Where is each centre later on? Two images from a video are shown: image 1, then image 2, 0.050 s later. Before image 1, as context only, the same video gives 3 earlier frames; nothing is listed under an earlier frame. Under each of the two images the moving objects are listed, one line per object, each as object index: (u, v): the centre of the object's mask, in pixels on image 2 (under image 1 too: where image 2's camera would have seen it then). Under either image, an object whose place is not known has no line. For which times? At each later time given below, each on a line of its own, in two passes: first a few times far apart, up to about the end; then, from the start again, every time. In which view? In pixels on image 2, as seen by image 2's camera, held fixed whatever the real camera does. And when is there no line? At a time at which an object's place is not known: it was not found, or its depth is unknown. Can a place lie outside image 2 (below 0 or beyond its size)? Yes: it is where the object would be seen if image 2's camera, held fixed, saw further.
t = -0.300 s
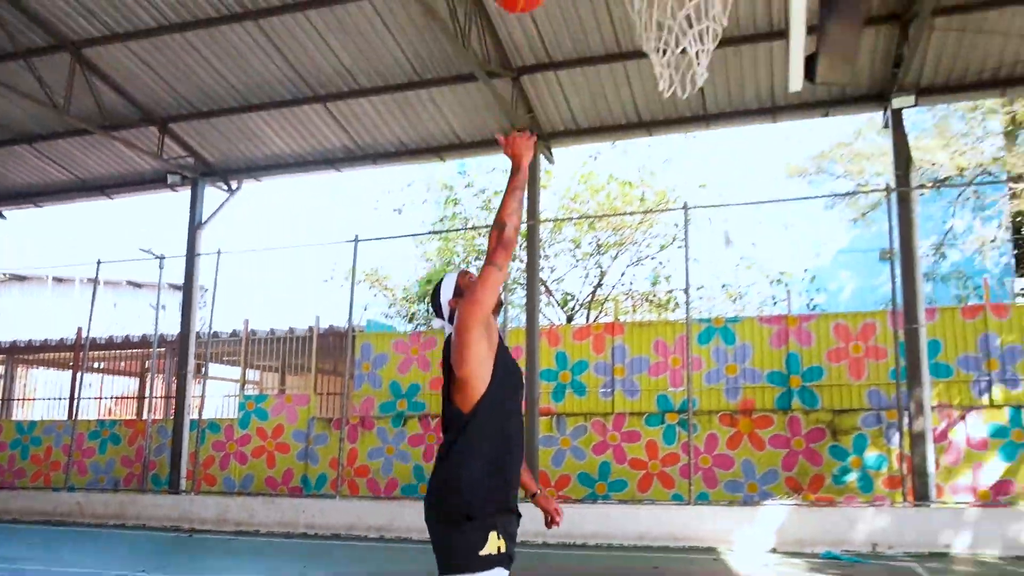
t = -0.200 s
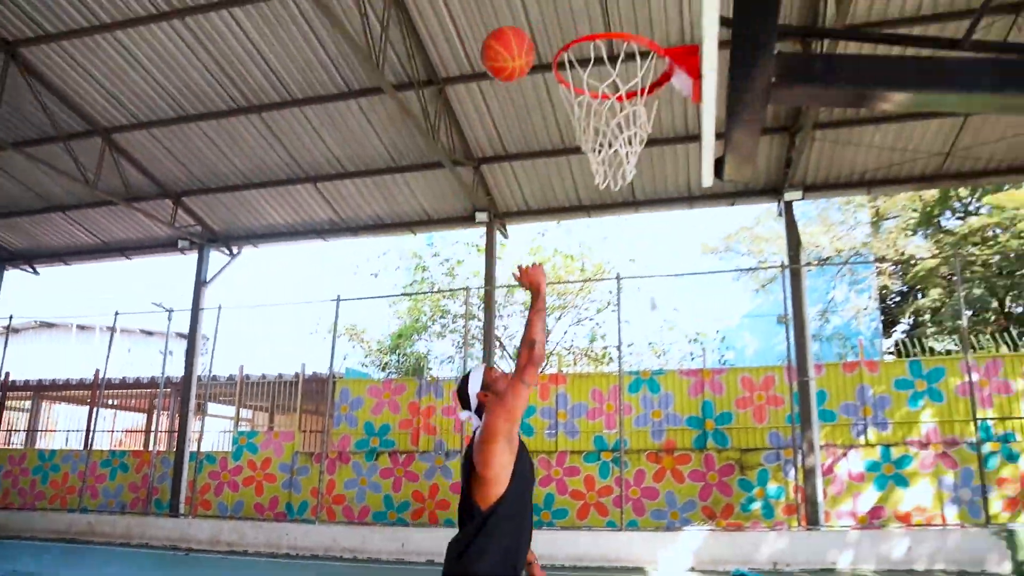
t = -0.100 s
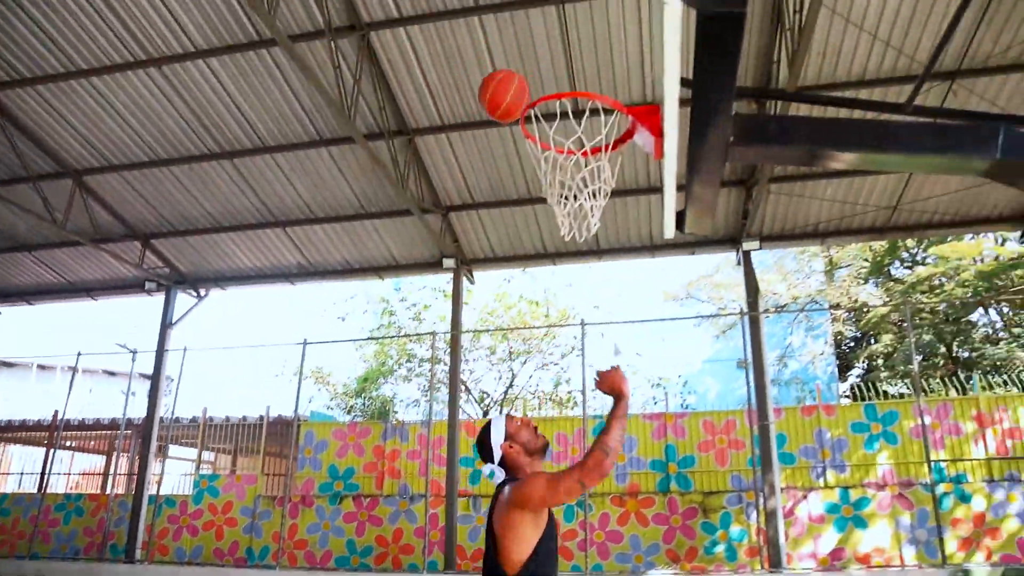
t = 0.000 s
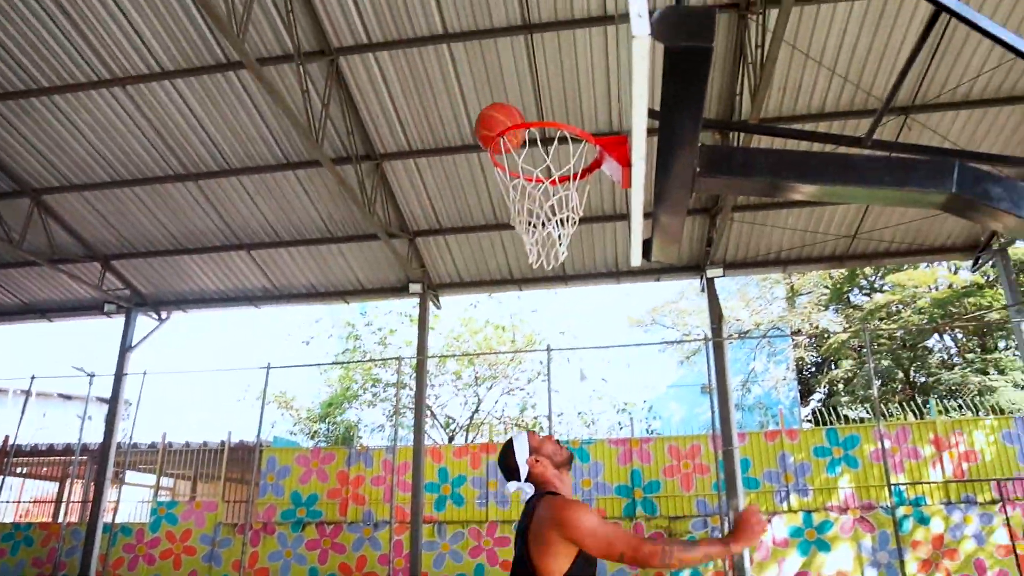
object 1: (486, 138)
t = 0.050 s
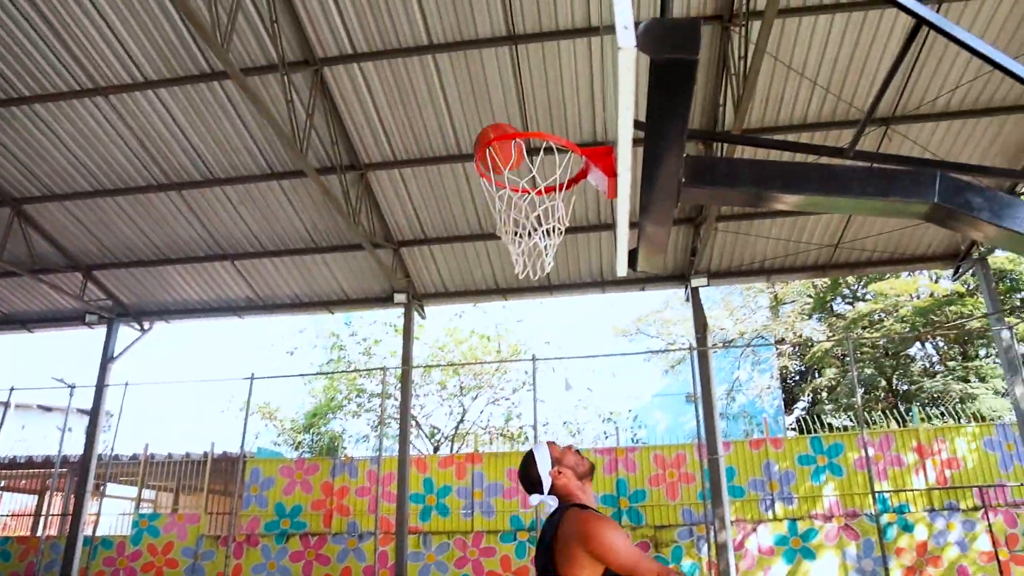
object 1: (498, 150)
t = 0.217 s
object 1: (550, 167)
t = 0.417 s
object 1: (512, 174)
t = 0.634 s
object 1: (491, 206)
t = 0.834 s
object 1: (510, 211)
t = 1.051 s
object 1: (534, 260)
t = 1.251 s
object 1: (560, 378)
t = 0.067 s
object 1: (504, 155)
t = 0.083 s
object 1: (510, 164)
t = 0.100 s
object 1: (513, 164)
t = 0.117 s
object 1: (519, 163)
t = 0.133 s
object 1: (525, 163)
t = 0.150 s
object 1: (531, 164)
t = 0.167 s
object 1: (537, 164)
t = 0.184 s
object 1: (543, 165)
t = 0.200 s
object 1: (548, 167)
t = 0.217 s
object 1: (550, 167)
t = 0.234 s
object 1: (549, 166)
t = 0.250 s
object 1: (548, 164)
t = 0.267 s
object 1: (548, 163)
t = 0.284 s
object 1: (546, 163)
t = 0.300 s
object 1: (544, 162)
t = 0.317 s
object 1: (540, 161)
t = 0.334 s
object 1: (535, 163)
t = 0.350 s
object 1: (532, 161)
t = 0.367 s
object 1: (526, 163)
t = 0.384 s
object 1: (521, 166)
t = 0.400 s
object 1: (517, 170)
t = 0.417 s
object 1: (512, 174)
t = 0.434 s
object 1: (508, 178)
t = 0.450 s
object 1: (502, 182)
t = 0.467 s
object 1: (499, 187)
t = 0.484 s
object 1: (495, 191)
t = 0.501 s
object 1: (495, 194)
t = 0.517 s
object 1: (493, 194)
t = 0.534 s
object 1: (492, 195)
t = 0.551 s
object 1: (491, 197)
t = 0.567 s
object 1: (491, 199)
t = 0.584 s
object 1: (491, 201)
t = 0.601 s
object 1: (491, 203)
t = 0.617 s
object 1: (491, 205)
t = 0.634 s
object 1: (491, 206)
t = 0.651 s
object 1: (493, 206)
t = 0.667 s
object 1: (494, 206)
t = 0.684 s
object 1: (495, 206)
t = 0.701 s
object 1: (495, 206)
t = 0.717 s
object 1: (498, 206)
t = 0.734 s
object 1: (498, 207)
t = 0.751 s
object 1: (502, 207)
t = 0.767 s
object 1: (501, 208)
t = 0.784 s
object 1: (505, 208)
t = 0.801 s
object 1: (506, 209)
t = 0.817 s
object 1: (508, 210)
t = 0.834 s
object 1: (510, 211)
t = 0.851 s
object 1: (512, 212)
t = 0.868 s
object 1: (513, 213)
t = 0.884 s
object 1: (515, 214)
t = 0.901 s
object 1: (516, 217)
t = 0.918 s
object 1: (517, 218)
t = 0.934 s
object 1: (519, 221)
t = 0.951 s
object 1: (522, 224)
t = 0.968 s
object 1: (523, 228)
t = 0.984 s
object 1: (525, 233)
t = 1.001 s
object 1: (528, 237)
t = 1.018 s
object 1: (530, 241)
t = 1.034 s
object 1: (533, 248)
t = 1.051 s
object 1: (534, 260)
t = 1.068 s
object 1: (536, 264)
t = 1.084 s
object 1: (538, 268)
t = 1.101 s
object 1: (541, 275)
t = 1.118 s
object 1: (542, 282)
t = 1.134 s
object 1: (544, 291)
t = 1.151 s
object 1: (547, 300)
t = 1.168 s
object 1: (549, 310)
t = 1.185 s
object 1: (551, 321)
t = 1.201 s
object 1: (553, 334)
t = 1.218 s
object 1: (556, 348)
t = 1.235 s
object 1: (558, 362)
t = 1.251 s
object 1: (560, 378)
